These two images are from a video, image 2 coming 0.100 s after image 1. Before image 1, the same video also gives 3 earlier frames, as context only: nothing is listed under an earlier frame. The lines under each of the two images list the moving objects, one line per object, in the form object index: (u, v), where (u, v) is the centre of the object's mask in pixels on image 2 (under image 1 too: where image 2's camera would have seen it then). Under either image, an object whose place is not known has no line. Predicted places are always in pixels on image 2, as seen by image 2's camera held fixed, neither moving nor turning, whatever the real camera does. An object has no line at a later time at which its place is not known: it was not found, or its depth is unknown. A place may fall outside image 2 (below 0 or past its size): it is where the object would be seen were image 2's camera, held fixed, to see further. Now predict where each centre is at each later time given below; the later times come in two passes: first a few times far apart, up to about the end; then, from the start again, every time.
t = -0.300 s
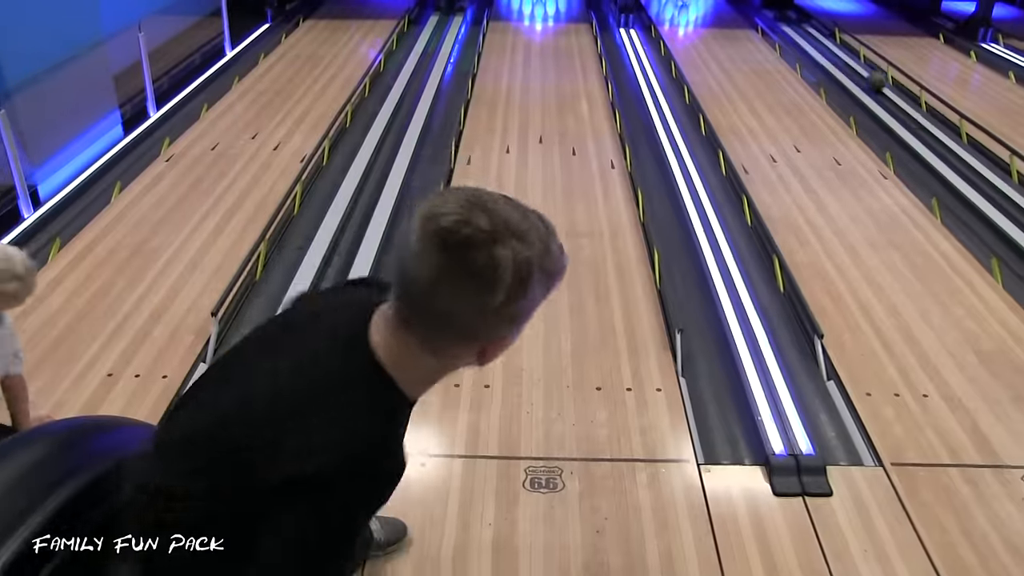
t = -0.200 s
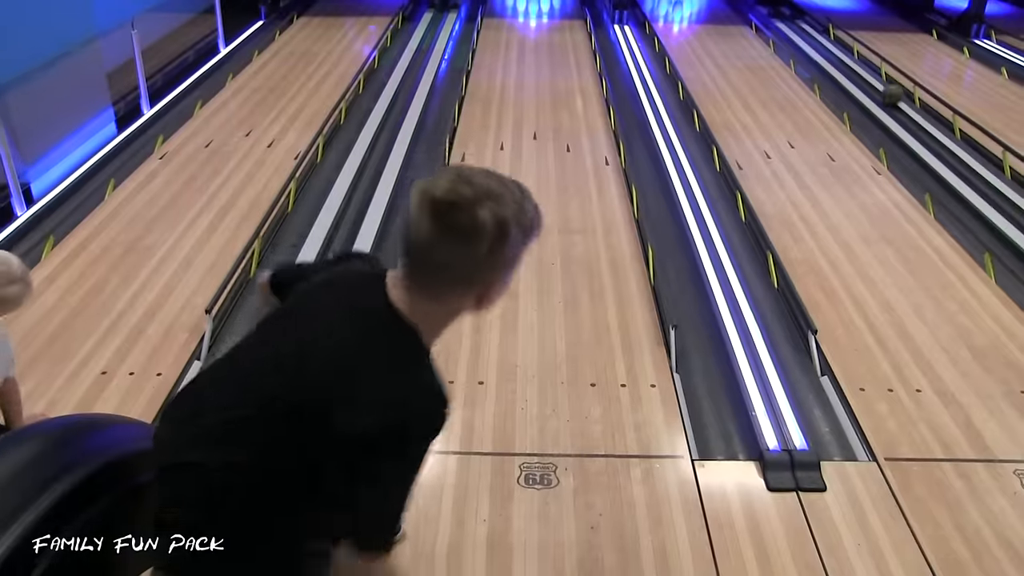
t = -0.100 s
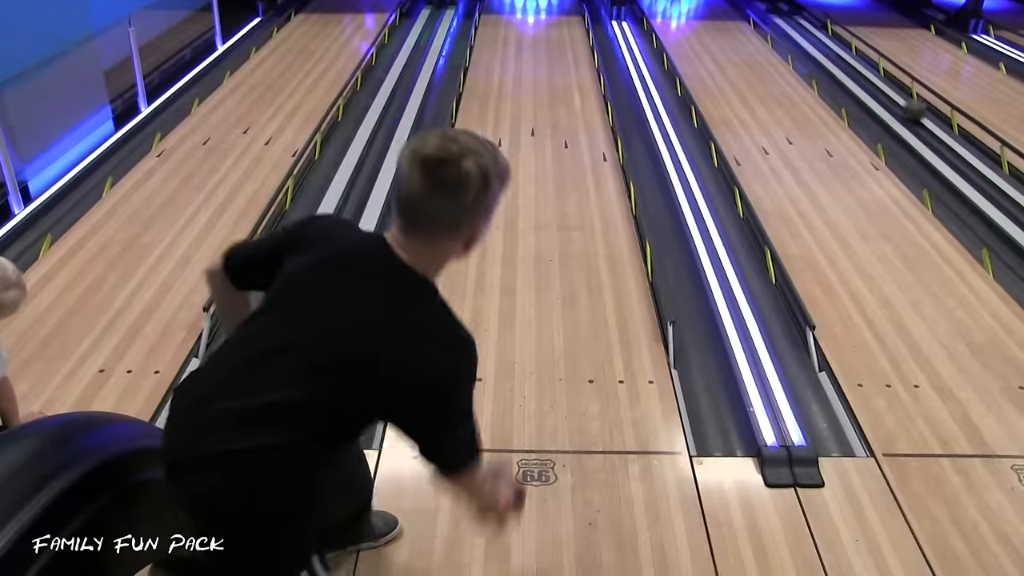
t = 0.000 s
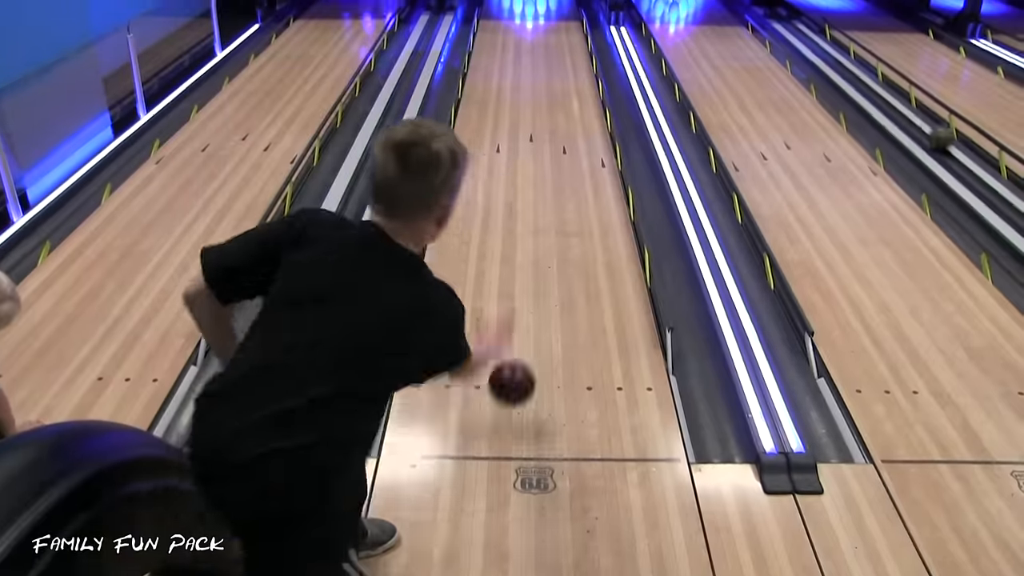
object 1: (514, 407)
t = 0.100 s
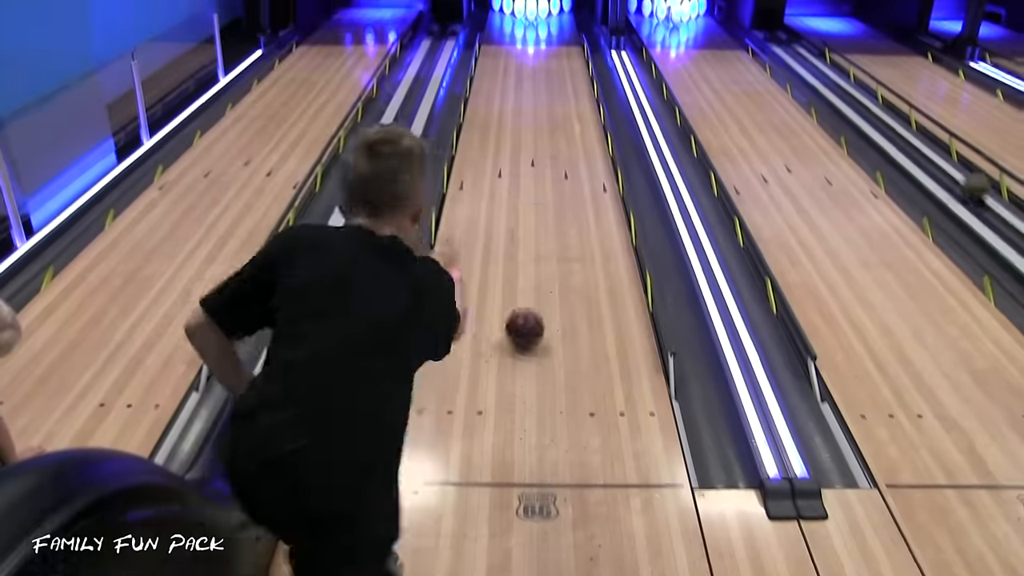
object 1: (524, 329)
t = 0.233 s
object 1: (534, 240)
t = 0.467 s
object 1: (544, 146)
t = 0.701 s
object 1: (550, 92)
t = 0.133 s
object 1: (527, 304)
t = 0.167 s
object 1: (530, 281)
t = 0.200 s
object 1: (532, 259)
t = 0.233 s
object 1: (534, 240)
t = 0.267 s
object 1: (536, 223)
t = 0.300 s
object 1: (538, 207)
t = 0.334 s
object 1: (539, 192)
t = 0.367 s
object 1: (541, 179)
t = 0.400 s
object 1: (542, 167)
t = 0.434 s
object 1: (543, 156)
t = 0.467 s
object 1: (544, 146)
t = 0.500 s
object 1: (545, 137)
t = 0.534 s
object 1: (546, 128)
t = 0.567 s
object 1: (547, 120)
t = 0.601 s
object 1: (548, 112)
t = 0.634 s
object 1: (548, 105)
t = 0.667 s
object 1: (549, 98)
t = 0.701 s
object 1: (550, 92)
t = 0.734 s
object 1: (550, 86)
